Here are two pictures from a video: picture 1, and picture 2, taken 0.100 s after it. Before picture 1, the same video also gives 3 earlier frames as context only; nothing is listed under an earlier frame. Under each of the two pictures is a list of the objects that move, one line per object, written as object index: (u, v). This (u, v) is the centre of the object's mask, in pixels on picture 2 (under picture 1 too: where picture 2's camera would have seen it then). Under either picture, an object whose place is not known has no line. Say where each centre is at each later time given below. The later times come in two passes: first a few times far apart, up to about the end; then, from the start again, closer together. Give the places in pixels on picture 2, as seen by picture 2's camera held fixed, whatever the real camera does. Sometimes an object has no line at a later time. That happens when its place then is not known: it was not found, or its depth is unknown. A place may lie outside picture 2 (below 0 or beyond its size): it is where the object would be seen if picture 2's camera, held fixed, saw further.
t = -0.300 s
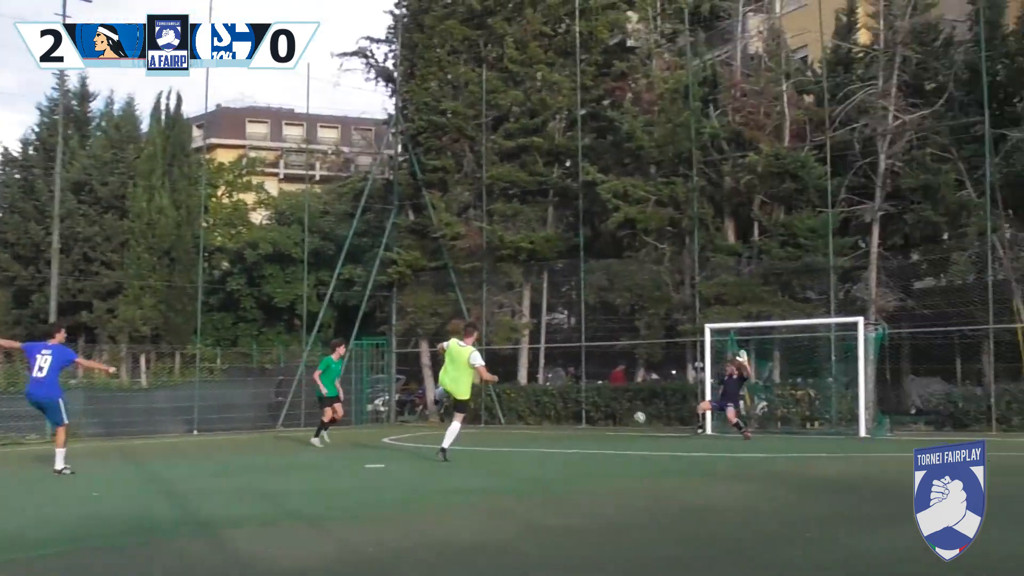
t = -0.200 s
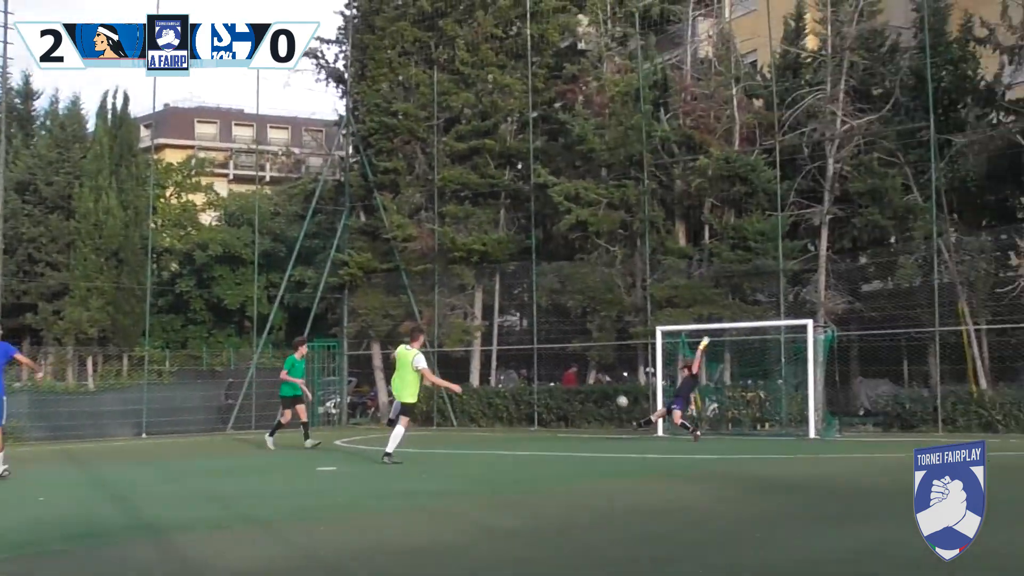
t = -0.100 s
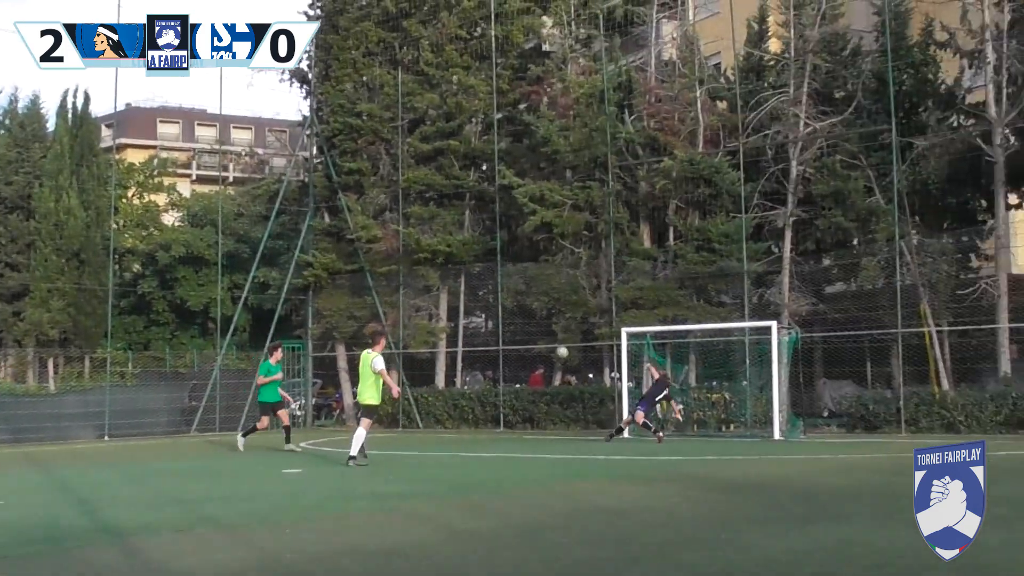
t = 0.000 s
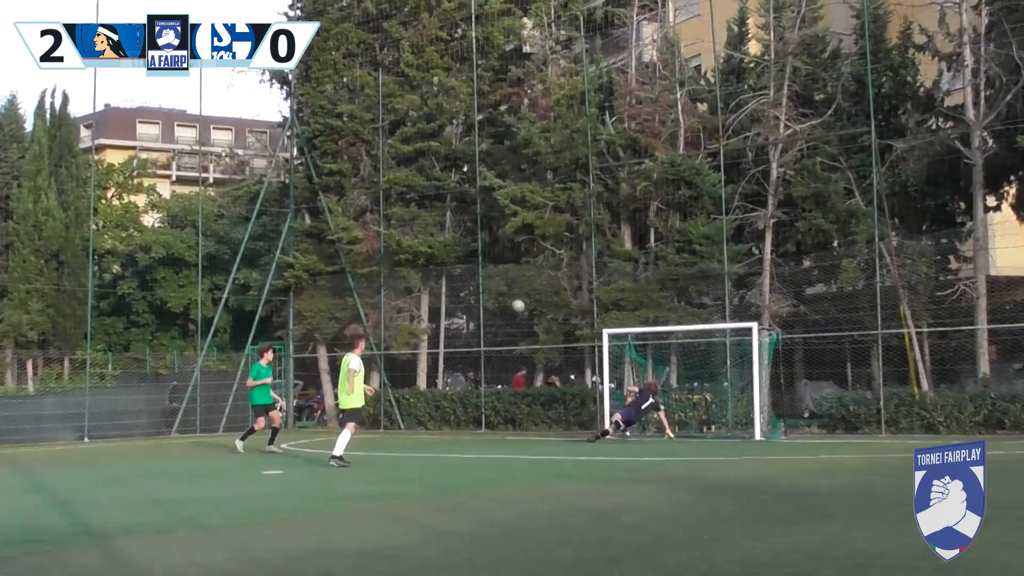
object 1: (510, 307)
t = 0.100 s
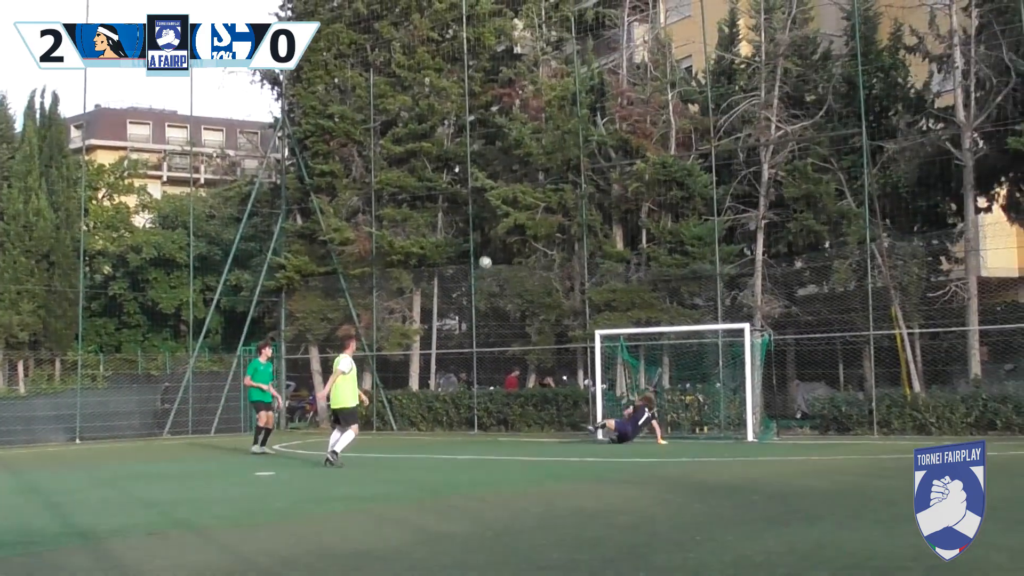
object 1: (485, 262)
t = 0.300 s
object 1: (437, 186)
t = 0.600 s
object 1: (369, 108)
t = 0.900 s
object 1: (302, 83)
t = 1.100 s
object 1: (256, 105)
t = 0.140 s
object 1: (475, 246)
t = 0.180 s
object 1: (465, 230)
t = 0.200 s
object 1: (461, 222)
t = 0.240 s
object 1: (451, 207)
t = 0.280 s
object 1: (442, 193)
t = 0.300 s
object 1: (437, 186)
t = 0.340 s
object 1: (427, 173)
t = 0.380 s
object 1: (419, 161)
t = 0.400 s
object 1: (414, 155)
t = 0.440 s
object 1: (404, 143)
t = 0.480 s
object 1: (395, 133)
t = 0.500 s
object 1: (391, 128)
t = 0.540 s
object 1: (382, 119)
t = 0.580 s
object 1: (373, 111)
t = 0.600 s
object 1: (369, 108)
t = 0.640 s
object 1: (360, 101)
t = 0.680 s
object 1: (351, 95)
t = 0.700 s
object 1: (347, 93)
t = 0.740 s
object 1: (338, 88)
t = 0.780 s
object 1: (329, 85)
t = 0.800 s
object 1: (325, 84)
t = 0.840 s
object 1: (316, 83)
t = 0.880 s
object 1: (307, 82)
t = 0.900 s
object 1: (302, 83)
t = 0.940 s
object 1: (294, 84)
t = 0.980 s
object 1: (284, 88)
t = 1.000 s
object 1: (280, 90)
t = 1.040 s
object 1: (271, 93)
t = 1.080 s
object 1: (261, 102)
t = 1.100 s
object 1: (256, 105)
